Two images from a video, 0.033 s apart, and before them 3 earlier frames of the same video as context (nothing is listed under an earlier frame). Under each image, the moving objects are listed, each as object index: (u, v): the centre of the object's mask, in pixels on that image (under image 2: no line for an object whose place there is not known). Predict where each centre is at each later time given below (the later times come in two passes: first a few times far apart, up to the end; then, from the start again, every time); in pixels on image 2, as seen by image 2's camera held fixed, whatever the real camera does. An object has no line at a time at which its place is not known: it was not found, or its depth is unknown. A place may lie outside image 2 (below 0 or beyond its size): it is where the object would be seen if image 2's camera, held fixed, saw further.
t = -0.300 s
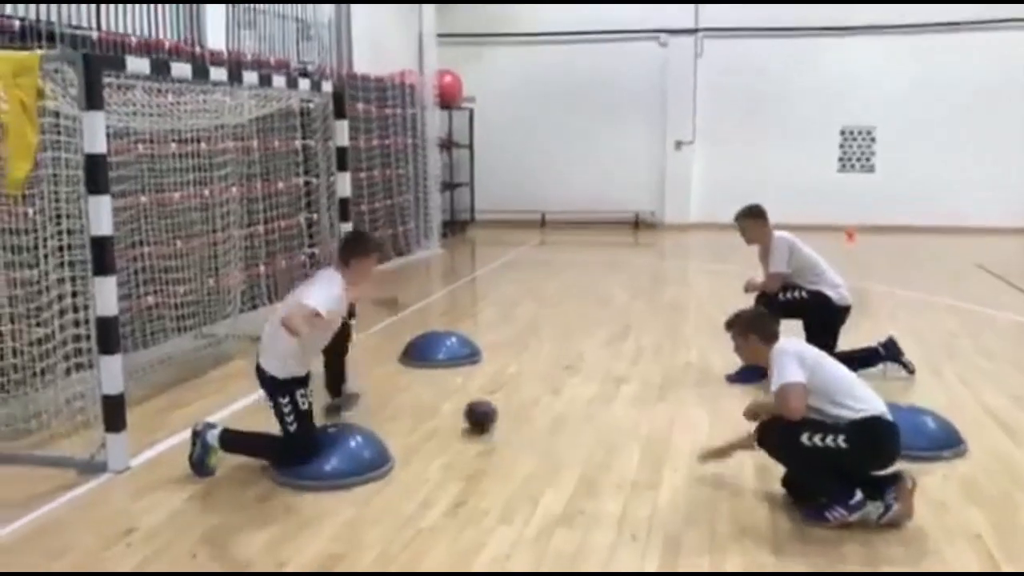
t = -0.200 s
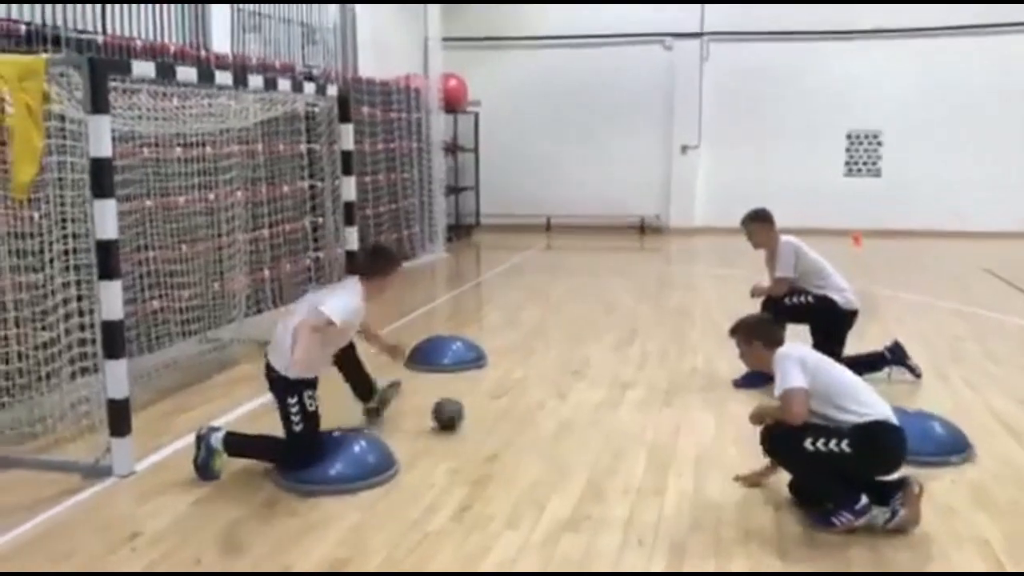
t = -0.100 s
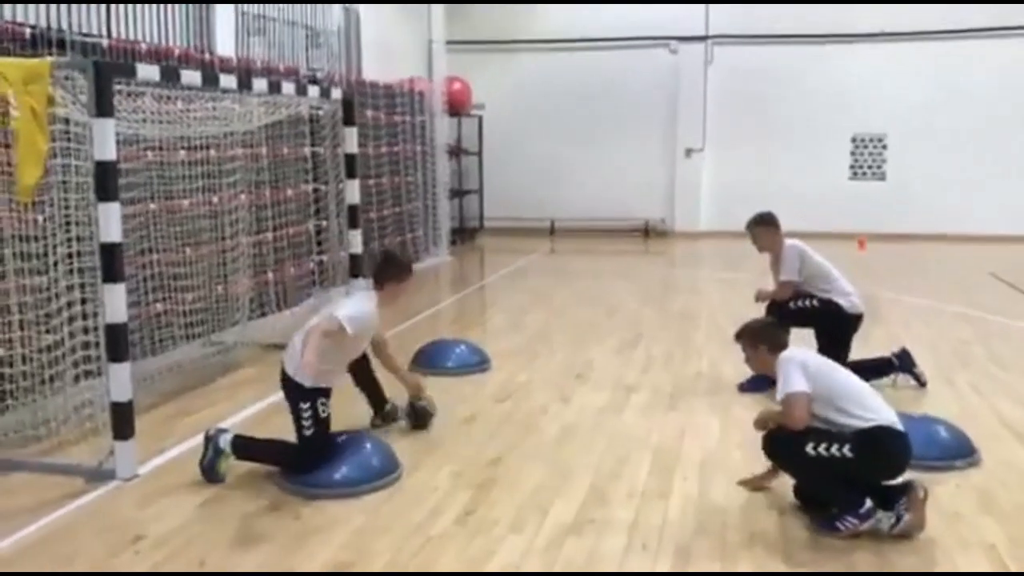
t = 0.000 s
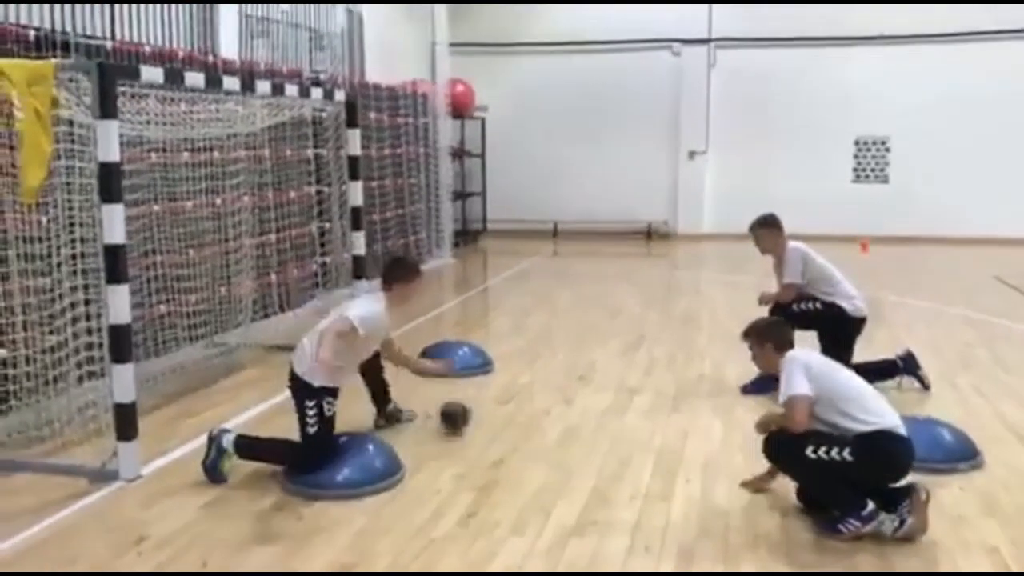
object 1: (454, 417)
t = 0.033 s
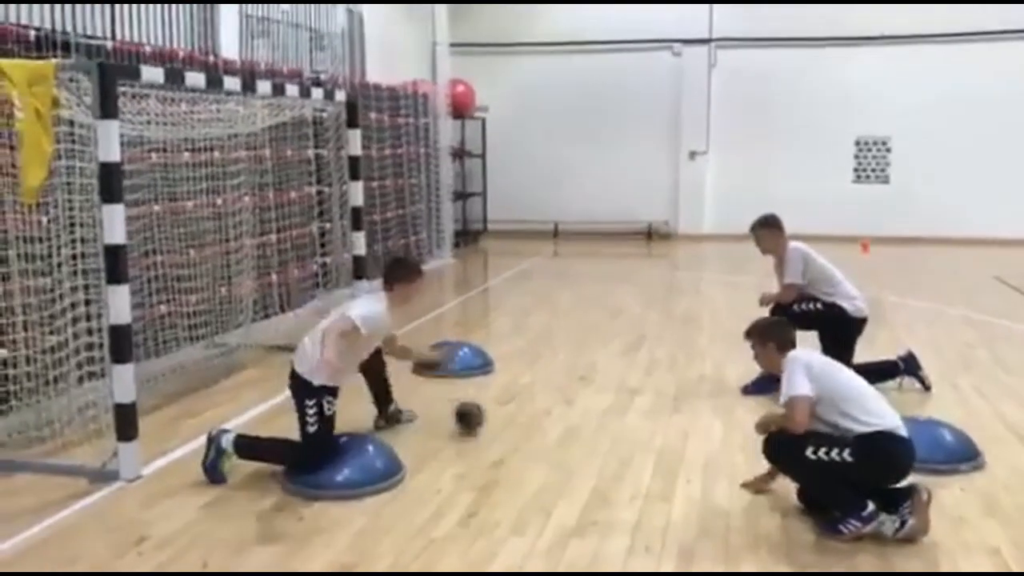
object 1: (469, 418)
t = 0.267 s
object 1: (568, 428)
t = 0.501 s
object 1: (670, 440)
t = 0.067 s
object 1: (484, 419)
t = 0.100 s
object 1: (498, 422)
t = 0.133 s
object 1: (511, 422)
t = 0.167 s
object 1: (525, 422)
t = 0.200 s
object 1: (540, 423)
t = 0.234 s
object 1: (554, 428)
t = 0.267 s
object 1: (568, 428)
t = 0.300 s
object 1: (582, 428)
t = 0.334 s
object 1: (596, 432)
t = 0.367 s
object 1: (611, 432)
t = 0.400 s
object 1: (626, 433)
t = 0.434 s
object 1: (641, 436)
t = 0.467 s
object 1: (655, 437)
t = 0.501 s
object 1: (670, 440)
